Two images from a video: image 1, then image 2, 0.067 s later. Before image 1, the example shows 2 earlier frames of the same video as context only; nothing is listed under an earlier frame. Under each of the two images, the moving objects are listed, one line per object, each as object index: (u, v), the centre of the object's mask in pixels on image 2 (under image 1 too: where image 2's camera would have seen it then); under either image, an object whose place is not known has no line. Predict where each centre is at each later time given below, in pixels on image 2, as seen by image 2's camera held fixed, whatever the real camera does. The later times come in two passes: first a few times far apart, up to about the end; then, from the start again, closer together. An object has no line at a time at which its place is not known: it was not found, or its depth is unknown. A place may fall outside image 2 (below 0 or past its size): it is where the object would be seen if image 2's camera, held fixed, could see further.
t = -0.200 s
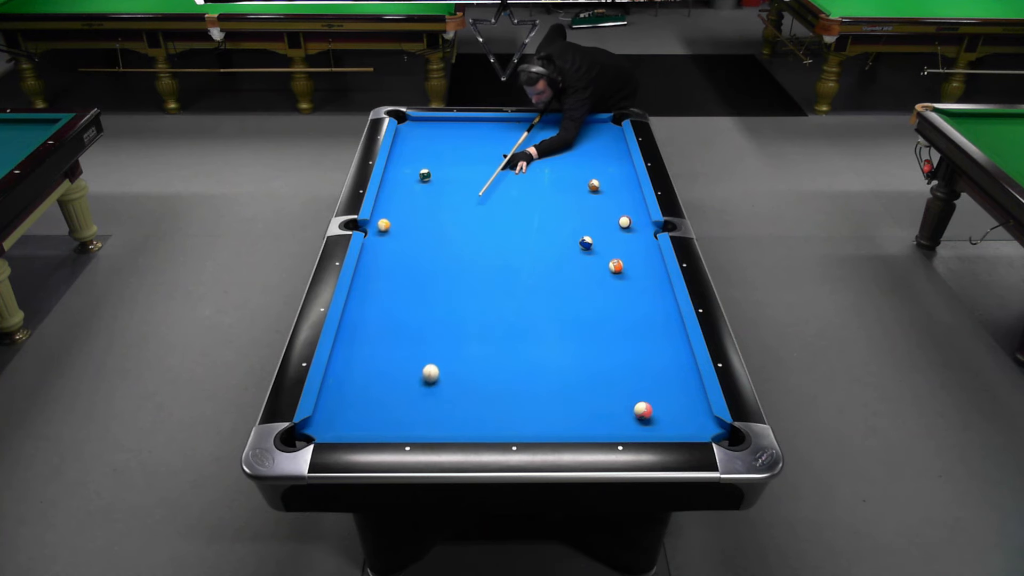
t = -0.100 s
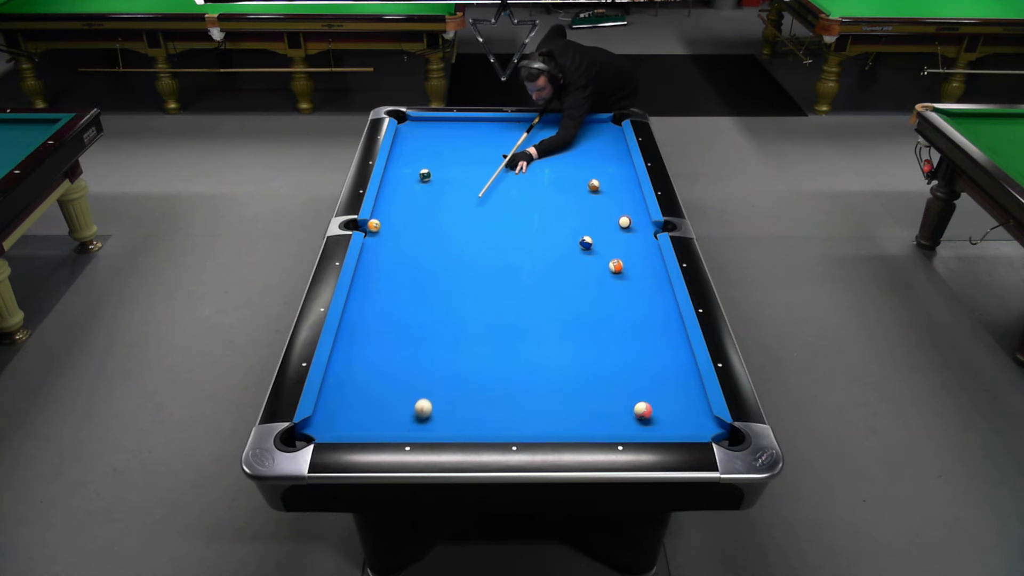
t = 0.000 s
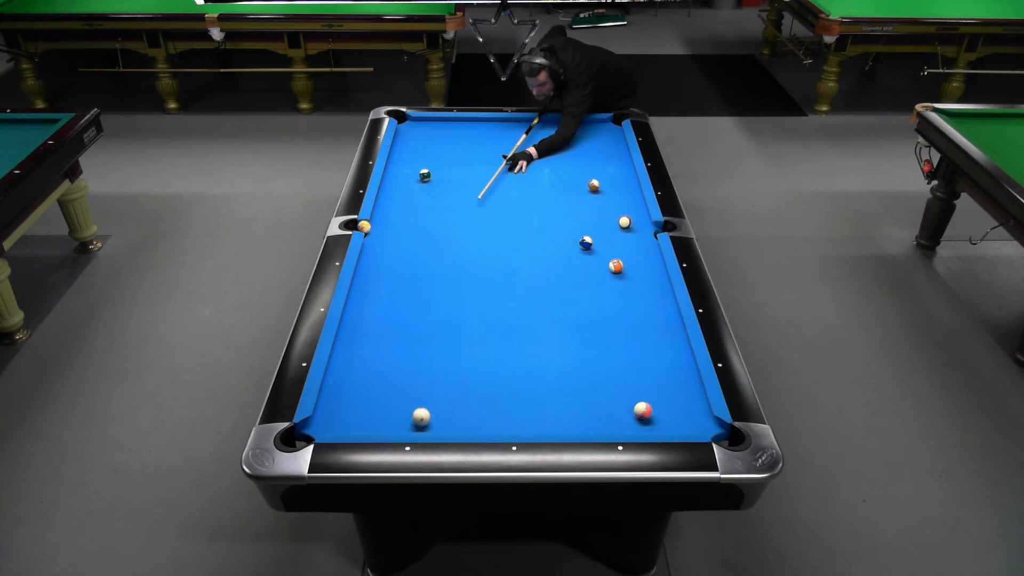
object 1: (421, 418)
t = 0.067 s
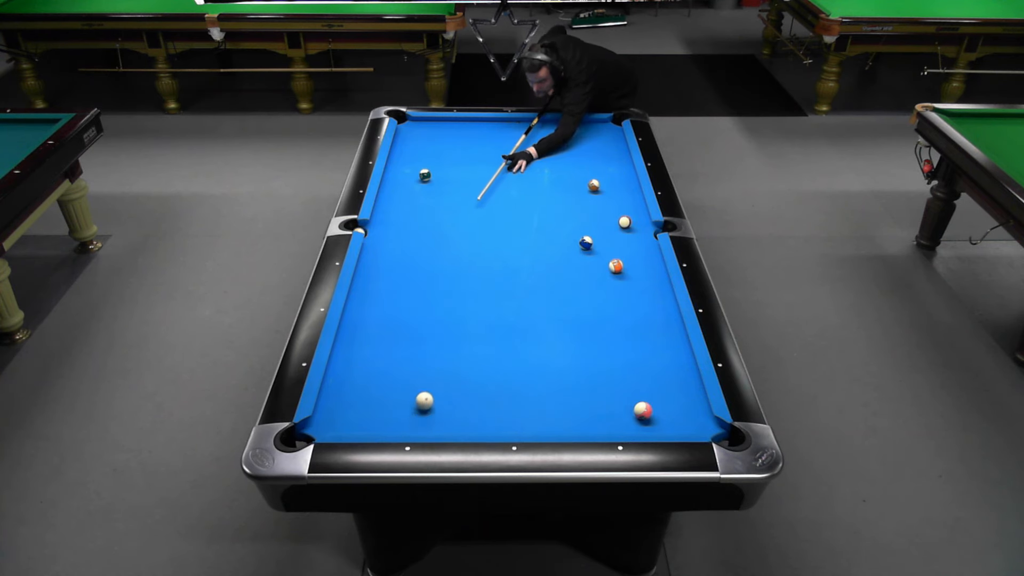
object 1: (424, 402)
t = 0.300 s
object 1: (433, 361)
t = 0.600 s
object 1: (442, 318)
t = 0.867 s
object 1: (449, 285)
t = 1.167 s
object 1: (455, 253)
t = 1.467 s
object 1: (461, 226)
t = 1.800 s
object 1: (466, 200)
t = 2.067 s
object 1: (470, 182)
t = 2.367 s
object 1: (475, 163)
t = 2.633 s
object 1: (478, 149)
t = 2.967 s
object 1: (482, 133)
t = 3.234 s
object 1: (484, 121)
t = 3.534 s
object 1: (485, 126)
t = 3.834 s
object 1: (486, 133)
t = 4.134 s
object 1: (486, 140)
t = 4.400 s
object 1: (486, 146)
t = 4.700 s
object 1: (487, 152)
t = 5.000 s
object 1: (487, 158)
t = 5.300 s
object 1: (487, 163)
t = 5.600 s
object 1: (488, 168)
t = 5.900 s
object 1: (488, 173)
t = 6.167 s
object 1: (488, 176)
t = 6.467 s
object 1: (489, 180)
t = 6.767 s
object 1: (488, 183)
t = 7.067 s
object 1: (488, 186)
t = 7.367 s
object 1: (487, 188)
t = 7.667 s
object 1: (487, 189)
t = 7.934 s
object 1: (487, 190)
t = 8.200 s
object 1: (487, 190)
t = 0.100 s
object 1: (427, 388)
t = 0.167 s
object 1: (428, 383)
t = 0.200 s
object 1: (429, 377)
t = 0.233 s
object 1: (430, 372)
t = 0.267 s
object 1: (431, 366)
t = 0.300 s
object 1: (433, 361)
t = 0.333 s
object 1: (434, 356)
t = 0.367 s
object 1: (435, 351)
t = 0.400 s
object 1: (436, 346)
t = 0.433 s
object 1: (437, 341)
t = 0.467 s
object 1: (438, 336)
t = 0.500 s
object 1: (439, 331)
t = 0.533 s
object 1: (440, 327)
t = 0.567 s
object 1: (441, 322)
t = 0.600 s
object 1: (442, 318)
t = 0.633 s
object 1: (442, 314)
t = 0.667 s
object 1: (444, 309)
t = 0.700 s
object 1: (444, 305)
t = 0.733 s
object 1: (445, 301)
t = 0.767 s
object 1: (446, 297)
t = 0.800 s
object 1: (447, 293)
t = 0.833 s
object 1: (448, 289)
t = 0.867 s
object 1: (449, 285)
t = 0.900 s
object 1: (449, 281)
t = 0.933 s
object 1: (450, 278)
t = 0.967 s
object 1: (451, 274)
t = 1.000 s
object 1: (452, 270)
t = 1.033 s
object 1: (452, 267)
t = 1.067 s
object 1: (453, 263)
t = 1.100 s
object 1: (454, 260)
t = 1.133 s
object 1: (454, 257)
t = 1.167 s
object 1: (455, 253)
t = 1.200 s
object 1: (456, 250)
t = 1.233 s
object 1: (457, 247)
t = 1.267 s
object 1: (457, 244)
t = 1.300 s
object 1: (458, 241)
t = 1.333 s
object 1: (458, 237)
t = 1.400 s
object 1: (460, 232)
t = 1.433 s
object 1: (460, 229)
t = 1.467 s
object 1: (461, 226)
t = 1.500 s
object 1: (461, 223)
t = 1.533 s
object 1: (462, 220)
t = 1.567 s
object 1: (462, 218)
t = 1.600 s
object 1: (463, 215)
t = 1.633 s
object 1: (464, 212)
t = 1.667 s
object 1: (464, 210)
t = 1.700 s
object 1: (465, 205)
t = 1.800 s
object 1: (466, 200)
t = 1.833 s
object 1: (467, 197)
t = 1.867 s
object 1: (467, 195)
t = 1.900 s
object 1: (468, 193)
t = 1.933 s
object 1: (469, 190)
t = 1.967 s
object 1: (469, 188)
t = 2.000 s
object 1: (469, 186)
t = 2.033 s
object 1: (470, 184)
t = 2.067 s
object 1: (470, 182)
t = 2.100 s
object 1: (471, 179)
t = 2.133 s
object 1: (471, 177)
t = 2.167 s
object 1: (472, 175)
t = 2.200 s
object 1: (472, 173)
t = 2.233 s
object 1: (473, 171)
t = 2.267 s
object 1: (473, 169)
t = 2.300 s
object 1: (474, 167)
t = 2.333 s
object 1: (474, 165)
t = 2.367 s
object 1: (475, 163)
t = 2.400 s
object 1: (475, 161)
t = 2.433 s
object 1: (476, 160)
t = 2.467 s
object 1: (476, 158)
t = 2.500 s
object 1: (476, 156)
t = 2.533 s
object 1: (477, 154)
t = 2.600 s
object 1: (478, 151)
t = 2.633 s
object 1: (478, 149)
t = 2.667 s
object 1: (479, 147)
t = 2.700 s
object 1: (479, 146)
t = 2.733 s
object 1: (479, 144)
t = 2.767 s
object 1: (480, 142)
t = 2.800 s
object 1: (480, 141)
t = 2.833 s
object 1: (480, 139)
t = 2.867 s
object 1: (481, 138)
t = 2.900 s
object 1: (481, 134)
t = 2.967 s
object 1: (482, 133)
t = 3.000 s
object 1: (482, 131)
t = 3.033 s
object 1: (482, 130)
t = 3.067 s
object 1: (483, 129)
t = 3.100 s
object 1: (483, 127)
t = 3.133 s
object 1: (483, 126)
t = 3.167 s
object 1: (484, 124)
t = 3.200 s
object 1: (484, 123)
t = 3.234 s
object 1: (484, 121)
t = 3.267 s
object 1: (485, 120)
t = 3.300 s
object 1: (485, 120)
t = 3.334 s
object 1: (485, 121)
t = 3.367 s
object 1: (485, 122)
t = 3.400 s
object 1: (485, 123)
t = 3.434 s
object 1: (485, 123)
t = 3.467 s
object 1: (485, 124)
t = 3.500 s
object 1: (485, 125)
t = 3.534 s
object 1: (485, 126)
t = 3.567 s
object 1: (485, 127)
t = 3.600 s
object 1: (485, 127)
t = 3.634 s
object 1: (485, 128)
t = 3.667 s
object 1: (485, 129)
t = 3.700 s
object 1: (486, 130)
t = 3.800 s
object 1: (486, 132)
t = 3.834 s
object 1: (486, 133)
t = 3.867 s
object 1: (486, 134)
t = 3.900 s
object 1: (486, 134)
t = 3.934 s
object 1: (486, 135)
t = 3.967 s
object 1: (486, 136)
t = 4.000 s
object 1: (486, 137)
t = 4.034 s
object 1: (486, 137)
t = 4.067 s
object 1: (486, 138)
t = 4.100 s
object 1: (486, 139)
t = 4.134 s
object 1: (486, 140)
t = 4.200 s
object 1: (486, 141)
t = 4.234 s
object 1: (486, 142)
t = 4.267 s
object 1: (486, 143)
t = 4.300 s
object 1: (486, 143)
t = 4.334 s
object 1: (486, 144)
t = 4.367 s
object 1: (486, 145)
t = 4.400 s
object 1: (486, 146)
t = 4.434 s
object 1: (486, 146)
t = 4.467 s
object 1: (487, 147)
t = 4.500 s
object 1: (487, 148)
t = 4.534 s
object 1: (487, 148)
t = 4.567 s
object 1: (487, 149)
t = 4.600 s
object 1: (487, 150)
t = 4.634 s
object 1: (487, 150)
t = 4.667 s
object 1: (487, 151)
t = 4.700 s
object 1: (487, 152)
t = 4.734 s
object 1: (487, 152)
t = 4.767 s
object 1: (487, 153)
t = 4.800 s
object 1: (487, 154)
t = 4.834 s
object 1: (487, 154)
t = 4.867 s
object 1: (487, 155)
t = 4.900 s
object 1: (487, 156)
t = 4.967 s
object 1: (487, 157)
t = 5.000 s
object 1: (487, 158)
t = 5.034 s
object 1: (487, 158)
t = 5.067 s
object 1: (487, 159)
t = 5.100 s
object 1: (487, 160)
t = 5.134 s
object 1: (487, 160)
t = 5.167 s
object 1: (487, 161)
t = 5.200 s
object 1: (487, 161)
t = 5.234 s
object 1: (487, 162)
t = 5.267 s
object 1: (487, 162)
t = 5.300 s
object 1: (487, 163)
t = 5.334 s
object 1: (487, 164)
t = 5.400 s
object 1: (487, 165)
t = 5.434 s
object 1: (487, 165)
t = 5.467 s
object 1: (488, 166)
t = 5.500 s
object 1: (488, 167)
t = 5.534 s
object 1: (488, 167)
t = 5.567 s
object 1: (488, 168)
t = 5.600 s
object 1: (488, 168)
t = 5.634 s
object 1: (488, 169)
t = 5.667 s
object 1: (488, 169)
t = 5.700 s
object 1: (488, 170)
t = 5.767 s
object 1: (488, 171)
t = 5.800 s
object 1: (488, 171)
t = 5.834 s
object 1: (488, 172)
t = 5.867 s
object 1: (488, 172)
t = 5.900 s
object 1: (488, 173)
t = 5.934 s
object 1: (488, 173)
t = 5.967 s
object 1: (488, 174)
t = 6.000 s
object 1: (488, 174)
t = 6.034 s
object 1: (488, 175)
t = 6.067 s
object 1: (488, 175)
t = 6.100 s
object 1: (488, 176)
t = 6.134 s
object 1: (488, 176)
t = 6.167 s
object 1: (488, 176)
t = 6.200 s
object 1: (488, 177)
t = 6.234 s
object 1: (488, 177)
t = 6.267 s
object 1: (488, 178)
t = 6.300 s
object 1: (488, 178)
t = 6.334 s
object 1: (488, 179)
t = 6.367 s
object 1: (488, 179)
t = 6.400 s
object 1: (488, 179)
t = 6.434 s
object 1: (488, 180)
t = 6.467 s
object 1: (489, 180)
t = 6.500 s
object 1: (489, 181)
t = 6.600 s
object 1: (488, 182)
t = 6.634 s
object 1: (488, 182)
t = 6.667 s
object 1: (488, 182)
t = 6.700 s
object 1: (488, 183)
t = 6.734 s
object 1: (488, 183)
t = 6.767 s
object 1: (488, 183)
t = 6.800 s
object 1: (488, 183)
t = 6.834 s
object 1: (488, 184)
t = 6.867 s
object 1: (488, 184)
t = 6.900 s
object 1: (488, 185)
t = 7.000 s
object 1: (488, 185)
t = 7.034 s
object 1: (488, 185)
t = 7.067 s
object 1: (488, 186)
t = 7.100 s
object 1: (488, 186)
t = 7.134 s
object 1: (488, 186)
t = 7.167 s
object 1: (488, 186)
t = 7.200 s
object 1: (488, 187)
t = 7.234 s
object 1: (488, 187)
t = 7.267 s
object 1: (488, 187)
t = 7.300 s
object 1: (488, 188)
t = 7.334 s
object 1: (488, 188)
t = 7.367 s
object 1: (487, 188)
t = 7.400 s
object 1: (487, 188)
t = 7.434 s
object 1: (487, 188)
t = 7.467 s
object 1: (487, 188)
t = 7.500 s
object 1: (487, 188)
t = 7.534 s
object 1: (487, 189)
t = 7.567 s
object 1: (487, 189)
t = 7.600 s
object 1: (487, 189)
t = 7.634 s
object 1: (487, 189)
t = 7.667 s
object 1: (487, 189)
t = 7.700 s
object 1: (487, 189)
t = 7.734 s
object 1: (487, 189)
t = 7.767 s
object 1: (487, 189)
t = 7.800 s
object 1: (487, 190)
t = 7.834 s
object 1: (487, 190)
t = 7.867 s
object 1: (487, 190)
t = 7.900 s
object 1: (487, 190)
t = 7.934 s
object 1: (487, 190)
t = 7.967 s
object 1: (487, 190)
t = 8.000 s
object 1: (487, 190)
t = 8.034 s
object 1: (487, 190)
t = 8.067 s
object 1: (487, 190)
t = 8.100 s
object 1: (487, 190)
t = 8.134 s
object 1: (487, 190)
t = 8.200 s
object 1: (487, 190)
